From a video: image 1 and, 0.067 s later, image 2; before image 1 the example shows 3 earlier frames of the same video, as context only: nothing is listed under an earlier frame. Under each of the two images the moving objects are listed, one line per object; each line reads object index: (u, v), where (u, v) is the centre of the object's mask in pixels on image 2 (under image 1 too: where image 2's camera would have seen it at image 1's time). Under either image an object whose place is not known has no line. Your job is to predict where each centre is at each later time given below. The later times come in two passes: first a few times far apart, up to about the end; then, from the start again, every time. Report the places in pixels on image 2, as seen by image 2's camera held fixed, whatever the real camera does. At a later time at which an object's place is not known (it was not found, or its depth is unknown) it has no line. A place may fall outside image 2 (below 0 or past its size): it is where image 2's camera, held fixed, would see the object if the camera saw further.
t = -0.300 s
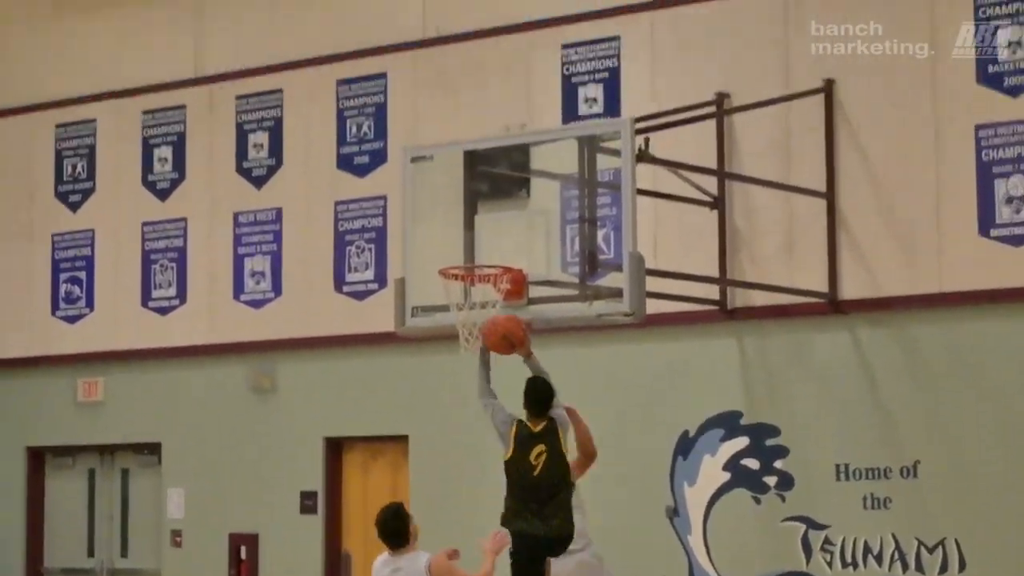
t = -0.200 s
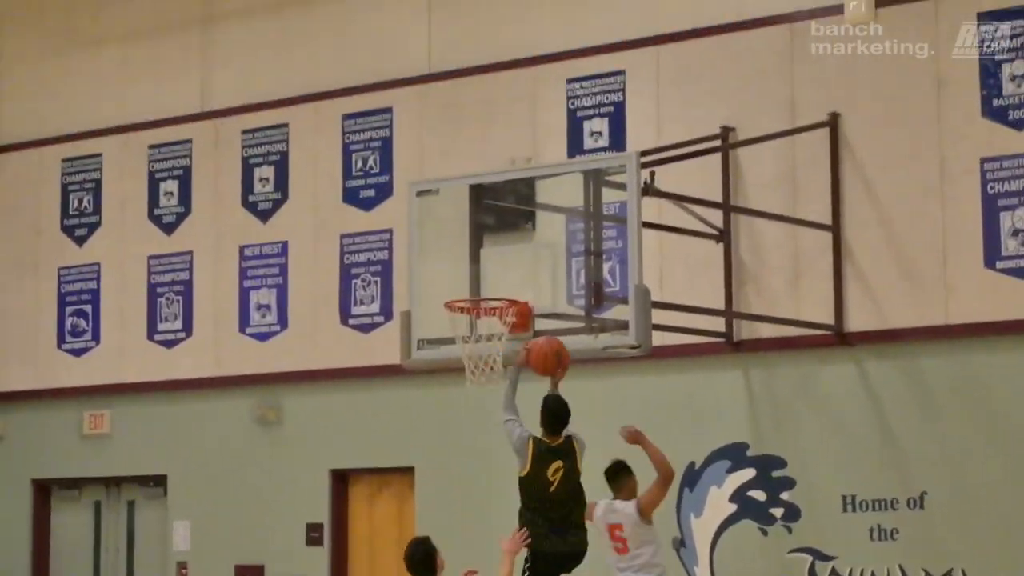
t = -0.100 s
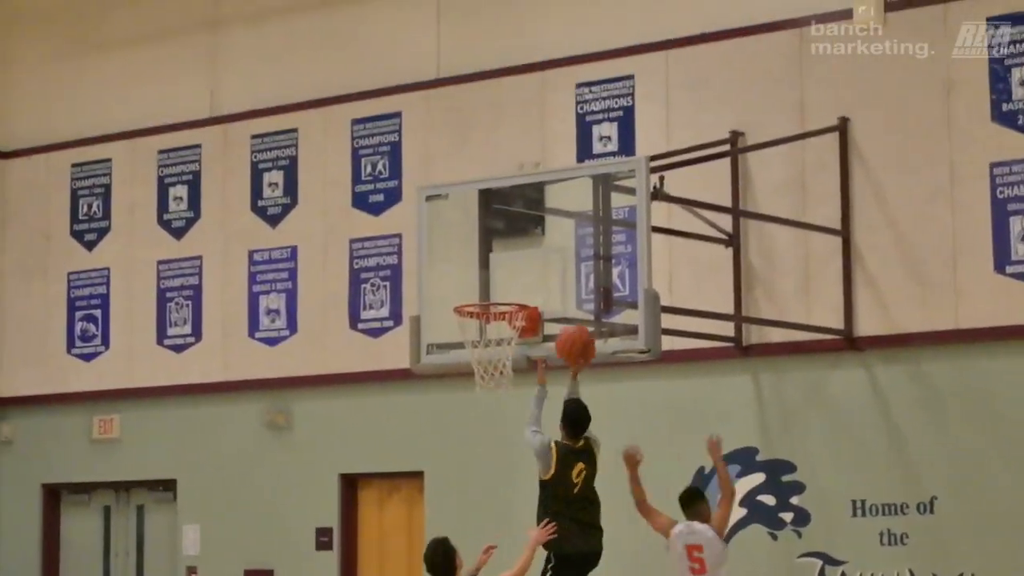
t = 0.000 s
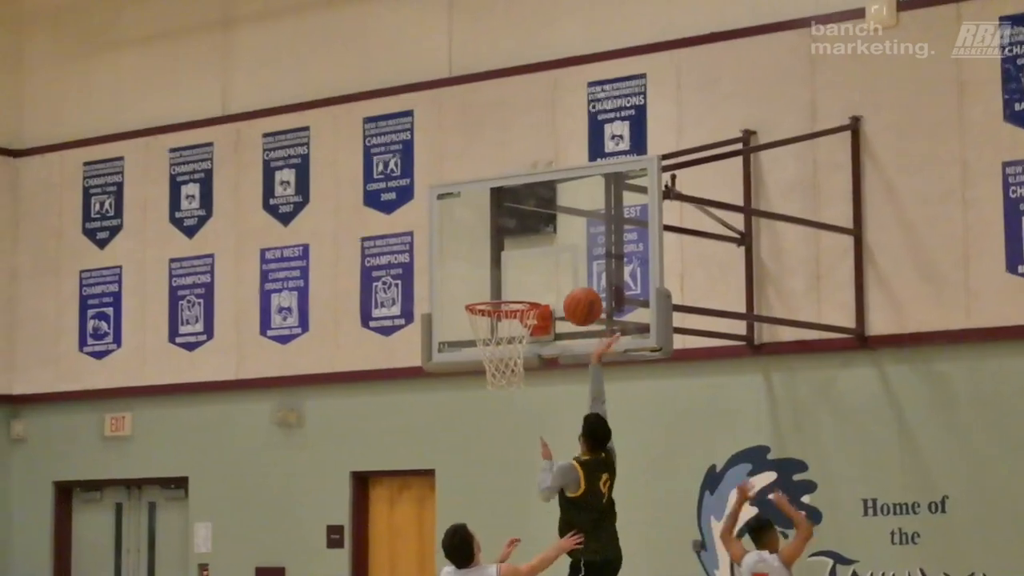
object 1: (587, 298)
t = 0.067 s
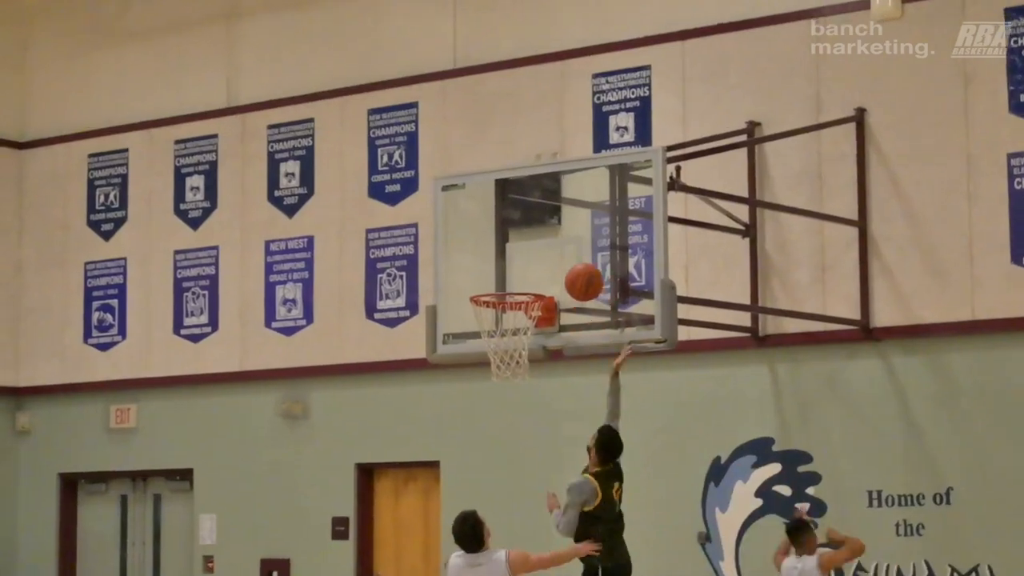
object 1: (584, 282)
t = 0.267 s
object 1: (546, 271)
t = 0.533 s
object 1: (497, 303)
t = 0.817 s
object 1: (496, 359)
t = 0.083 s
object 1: (583, 279)
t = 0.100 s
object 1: (582, 276)
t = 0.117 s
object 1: (581, 275)
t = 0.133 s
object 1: (581, 273)
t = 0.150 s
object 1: (579, 272)
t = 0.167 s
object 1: (575, 270)
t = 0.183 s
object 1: (570, 269)
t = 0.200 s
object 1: (565, 269)
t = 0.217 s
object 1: (560, 269)
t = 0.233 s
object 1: (555, 269)
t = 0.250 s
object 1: (551, 270)
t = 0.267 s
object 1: (546, 271)
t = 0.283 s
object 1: (541, 272)
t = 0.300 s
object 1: (536, 275)
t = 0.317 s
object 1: (532, 277)
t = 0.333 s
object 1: (527, 278)
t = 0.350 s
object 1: (523, 278)
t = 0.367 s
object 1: (520, 280)
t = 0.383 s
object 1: (517, 280)
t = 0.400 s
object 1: (513, 282)
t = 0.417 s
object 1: (510, 283)
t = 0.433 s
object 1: (505, 286)
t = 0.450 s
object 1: (504, 284)
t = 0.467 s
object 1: (503, 285)
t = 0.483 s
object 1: (501, 294)
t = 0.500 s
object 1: (500, 297)
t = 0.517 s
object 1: (499, 300)
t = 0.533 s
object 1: (497, 303)
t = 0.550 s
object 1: (496, 308)
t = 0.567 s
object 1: (495, 312)
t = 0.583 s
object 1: (494, 316)
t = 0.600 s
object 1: (493, 321)
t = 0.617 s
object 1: (492, 326)
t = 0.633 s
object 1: (491, 330)
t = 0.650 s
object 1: (490, 334)
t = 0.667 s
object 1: (490, 337)
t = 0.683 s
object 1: (490, 340)
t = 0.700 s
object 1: (491, 343)
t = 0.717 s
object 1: (490, 345)
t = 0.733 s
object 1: (492, 348)
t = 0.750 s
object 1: (493, 350)
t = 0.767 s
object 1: (494, 352)
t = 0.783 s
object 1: (494, 354)
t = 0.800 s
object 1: (494, 357)
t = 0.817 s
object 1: (496, 359)
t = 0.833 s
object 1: (497, 362)
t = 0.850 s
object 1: (499, 365)
